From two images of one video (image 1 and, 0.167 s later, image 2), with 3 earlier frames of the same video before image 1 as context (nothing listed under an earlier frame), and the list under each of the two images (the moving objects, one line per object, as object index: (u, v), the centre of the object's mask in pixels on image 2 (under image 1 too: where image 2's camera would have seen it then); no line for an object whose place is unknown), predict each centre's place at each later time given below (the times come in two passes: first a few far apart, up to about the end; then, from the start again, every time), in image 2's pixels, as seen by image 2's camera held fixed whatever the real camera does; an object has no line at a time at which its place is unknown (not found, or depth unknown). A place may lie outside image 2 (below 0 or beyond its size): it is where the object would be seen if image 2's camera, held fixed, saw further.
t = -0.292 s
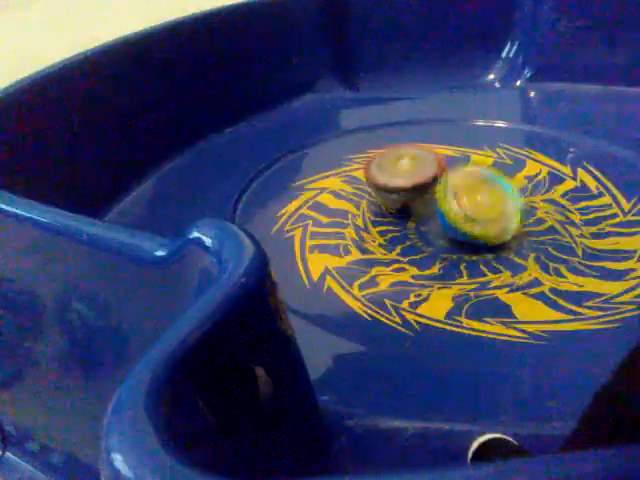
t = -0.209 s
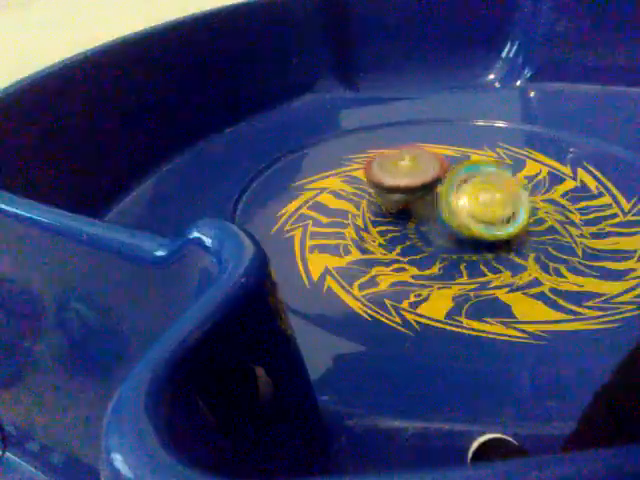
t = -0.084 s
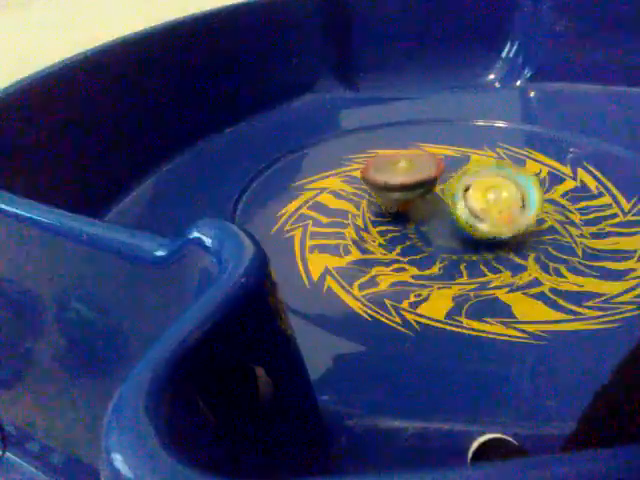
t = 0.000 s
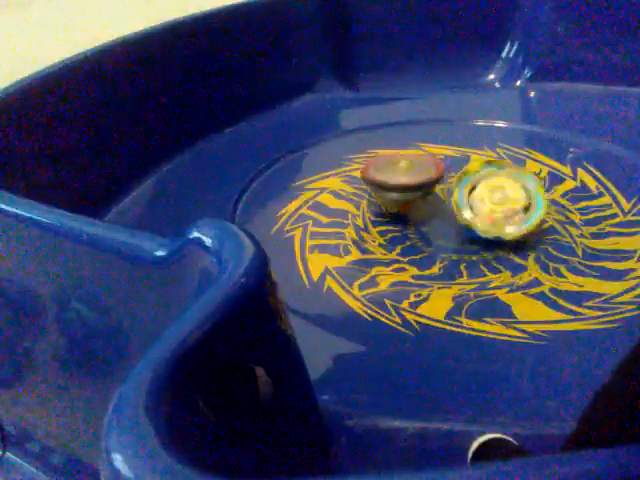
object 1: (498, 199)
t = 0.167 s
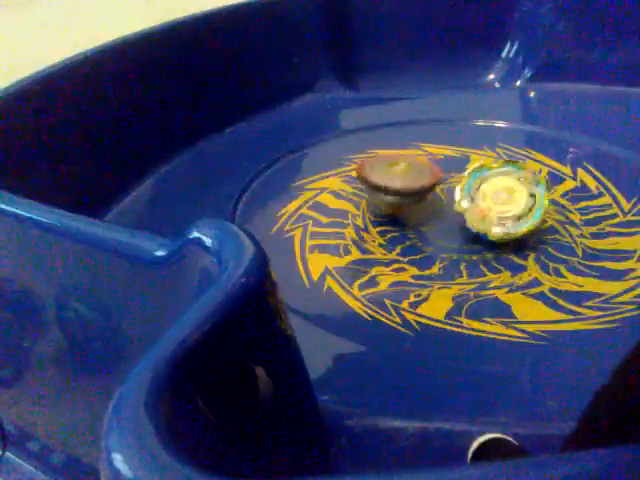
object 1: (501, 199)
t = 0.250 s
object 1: (499, 199)
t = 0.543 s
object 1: (483, 191)
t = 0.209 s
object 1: (500, 199)
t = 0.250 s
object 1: (499, 199)
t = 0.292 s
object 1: (496, 199)
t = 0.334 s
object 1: (493, 199)
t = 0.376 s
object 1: (490, 198)
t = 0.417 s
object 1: (486, 195)
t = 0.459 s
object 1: (485, 193)
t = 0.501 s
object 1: (484, 192)
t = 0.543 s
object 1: (483, 191)
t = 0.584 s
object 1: (483, 191)
